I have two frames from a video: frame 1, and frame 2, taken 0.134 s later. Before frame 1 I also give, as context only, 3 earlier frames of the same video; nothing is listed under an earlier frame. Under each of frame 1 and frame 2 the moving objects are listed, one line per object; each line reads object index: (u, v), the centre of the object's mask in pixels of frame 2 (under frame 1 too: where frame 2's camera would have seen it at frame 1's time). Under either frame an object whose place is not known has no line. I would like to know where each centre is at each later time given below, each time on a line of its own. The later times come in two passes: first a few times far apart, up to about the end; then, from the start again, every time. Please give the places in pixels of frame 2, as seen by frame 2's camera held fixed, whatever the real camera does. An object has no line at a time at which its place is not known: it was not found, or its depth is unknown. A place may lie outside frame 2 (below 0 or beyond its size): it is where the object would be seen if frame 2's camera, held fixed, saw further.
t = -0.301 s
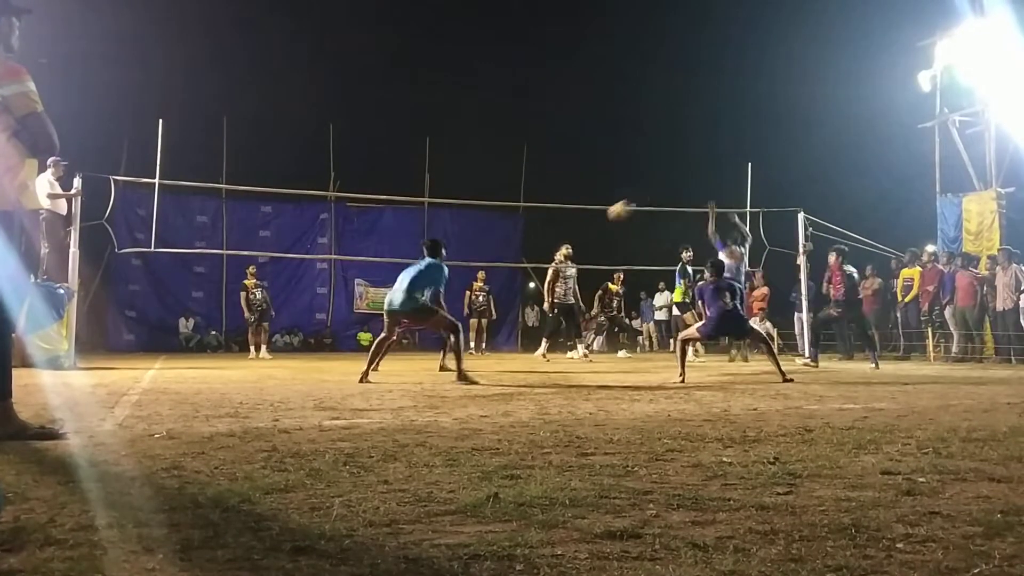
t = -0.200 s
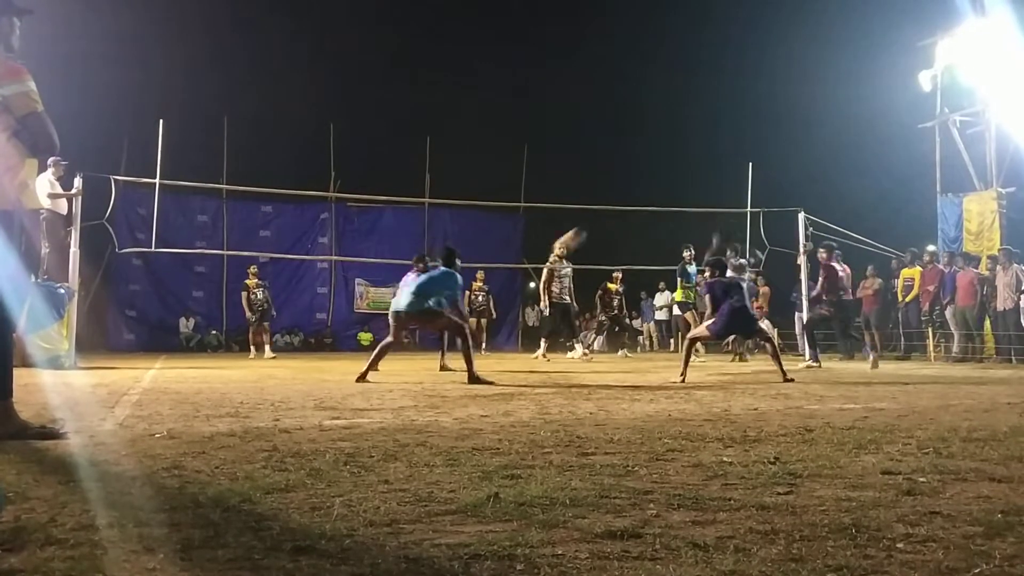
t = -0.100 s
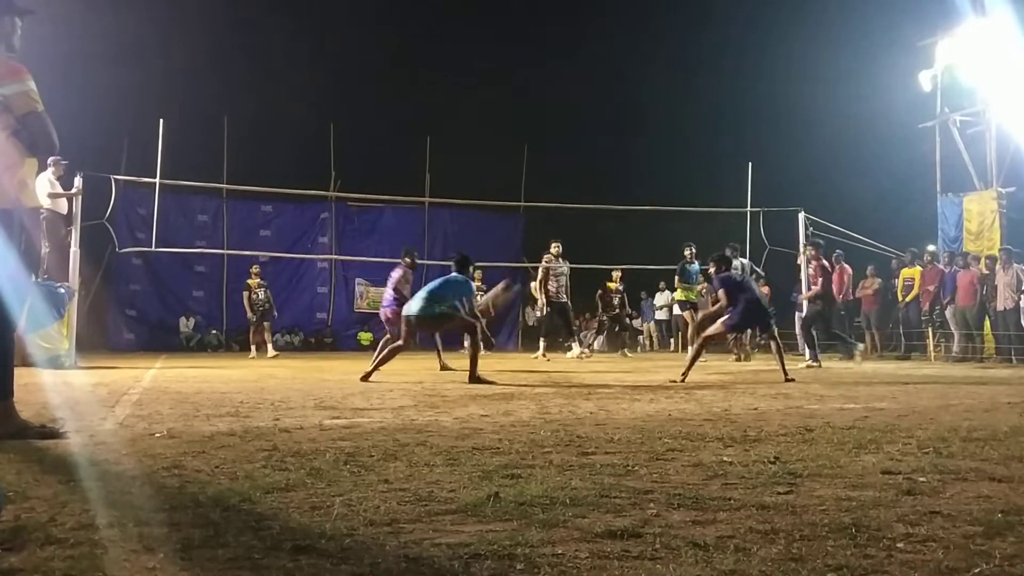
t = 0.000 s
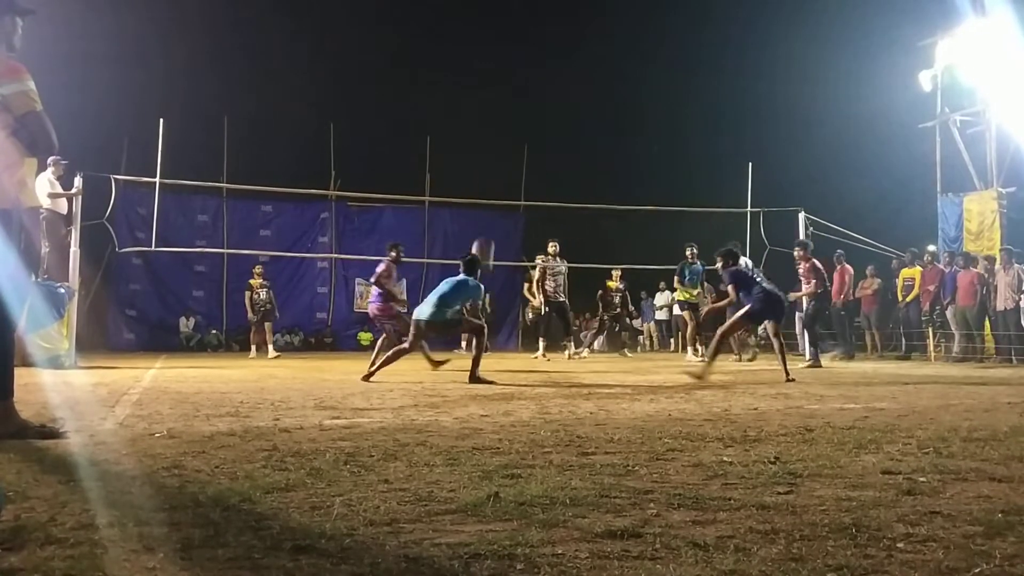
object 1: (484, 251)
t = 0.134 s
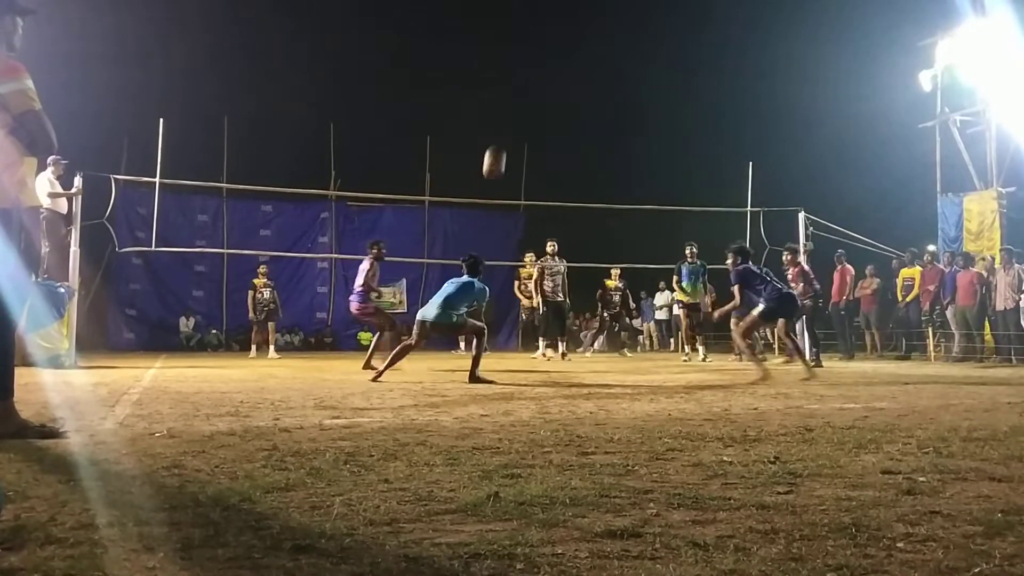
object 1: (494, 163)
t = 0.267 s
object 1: (504, 94)
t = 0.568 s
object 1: (523, 11)
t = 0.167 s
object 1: (497, 144)
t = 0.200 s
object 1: (500, 126)
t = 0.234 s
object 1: (502, 109)
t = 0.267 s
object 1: (504, 94)
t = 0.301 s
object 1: (507, 81)
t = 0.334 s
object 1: (509, 67)
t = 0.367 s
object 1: (511, 55)
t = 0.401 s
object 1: (513, 45)
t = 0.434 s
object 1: (515, 37)
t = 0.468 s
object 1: (518, 28)
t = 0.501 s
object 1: (520, 20)
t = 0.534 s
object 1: (521, 15)
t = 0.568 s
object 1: (523, 11)
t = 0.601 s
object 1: (525, 8)
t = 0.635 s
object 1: (527, 7)
